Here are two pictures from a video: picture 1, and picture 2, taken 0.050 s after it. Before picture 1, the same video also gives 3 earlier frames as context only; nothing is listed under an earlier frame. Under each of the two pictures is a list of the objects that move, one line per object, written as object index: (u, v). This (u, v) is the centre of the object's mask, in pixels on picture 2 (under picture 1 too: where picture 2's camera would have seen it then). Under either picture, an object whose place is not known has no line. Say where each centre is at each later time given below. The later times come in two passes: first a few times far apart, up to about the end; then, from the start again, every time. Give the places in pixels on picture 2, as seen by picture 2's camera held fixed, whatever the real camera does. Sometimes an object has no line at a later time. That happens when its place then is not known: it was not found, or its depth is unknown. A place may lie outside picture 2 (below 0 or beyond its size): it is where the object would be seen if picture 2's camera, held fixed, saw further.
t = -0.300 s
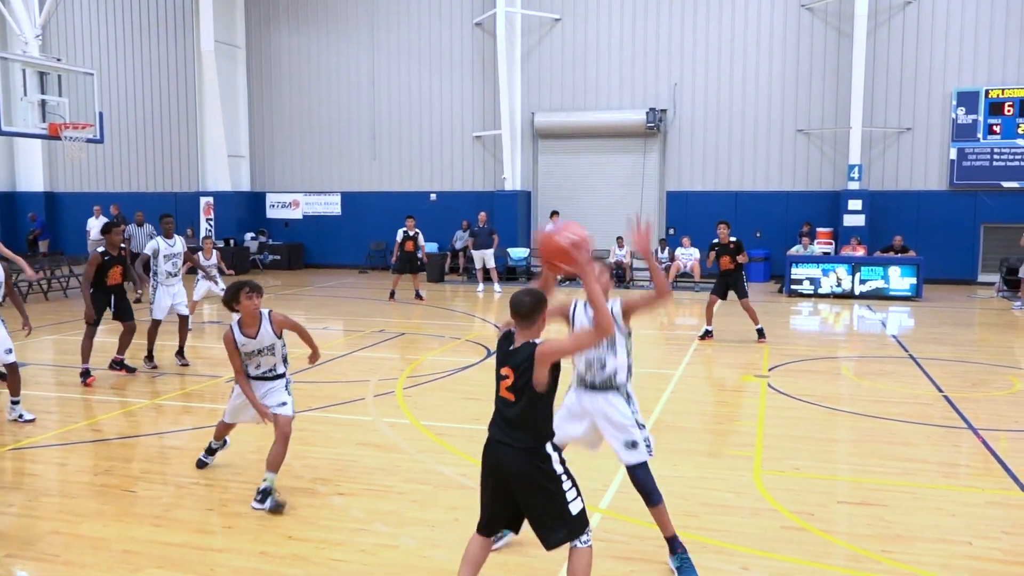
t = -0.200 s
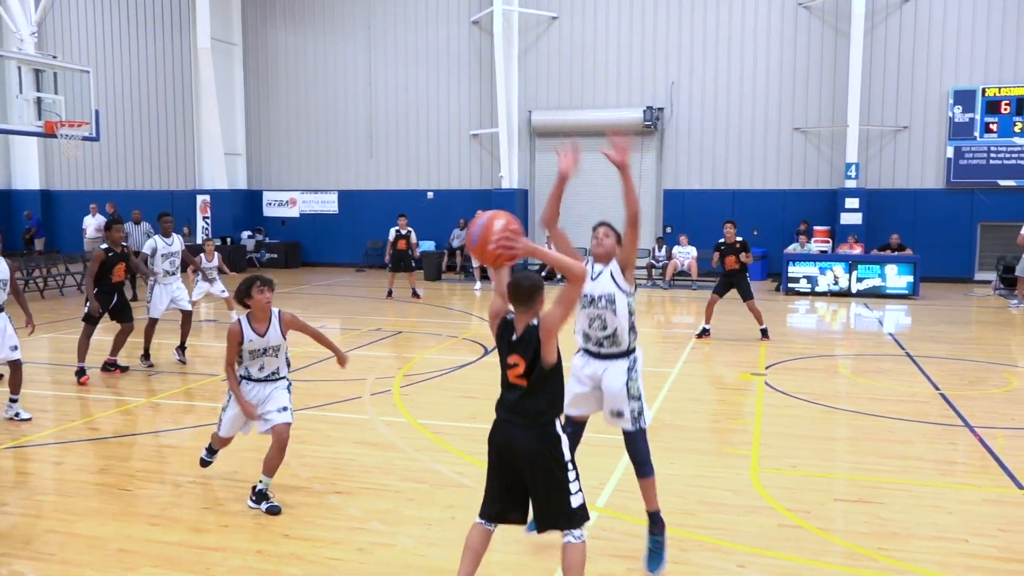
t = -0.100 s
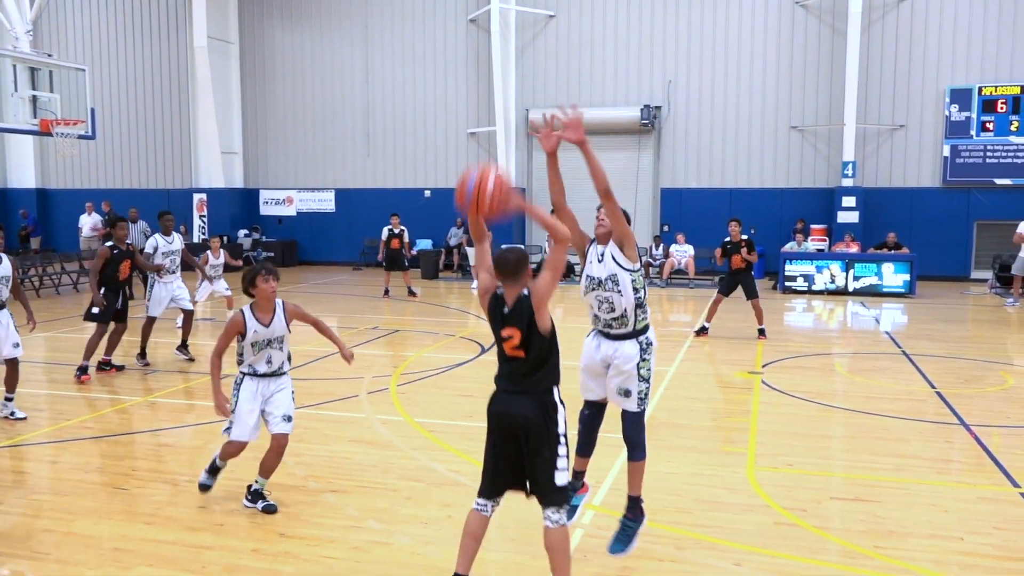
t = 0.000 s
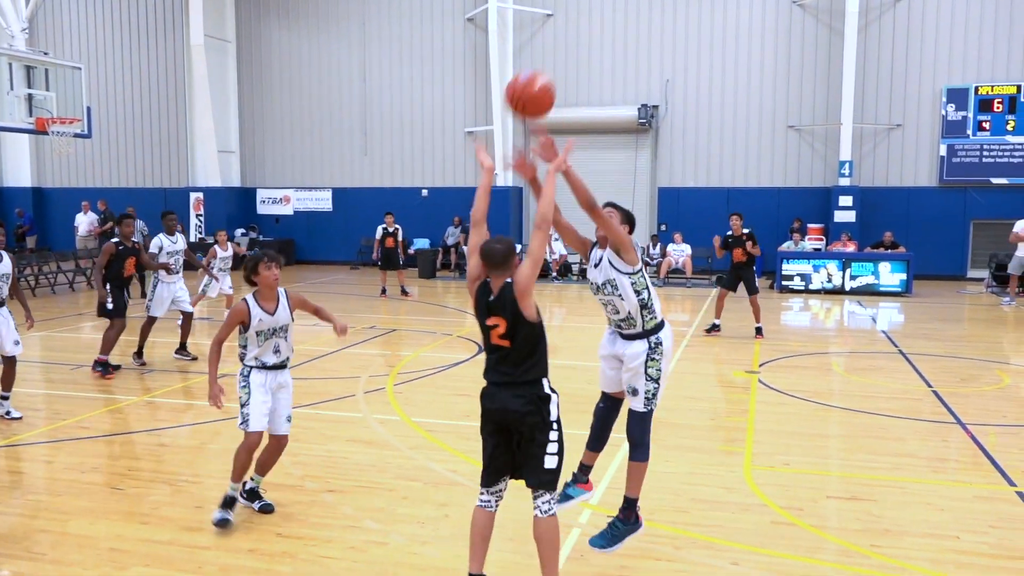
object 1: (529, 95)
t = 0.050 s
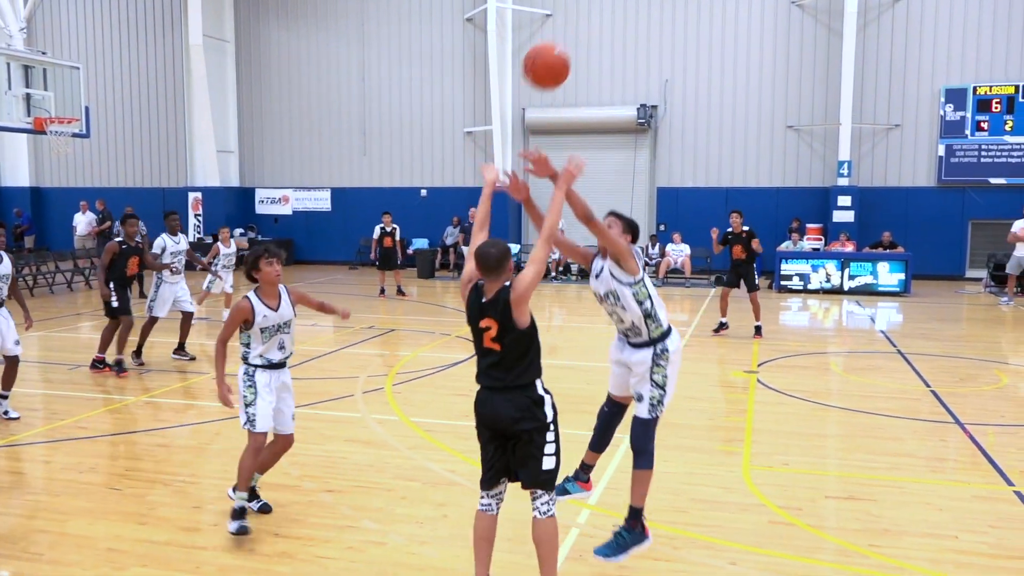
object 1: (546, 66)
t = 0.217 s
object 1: (592, 17)
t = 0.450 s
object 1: (634, 35)
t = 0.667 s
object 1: (660, 101)
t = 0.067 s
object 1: (552, 58)
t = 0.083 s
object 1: (557, 50)
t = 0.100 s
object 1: (562, 44)
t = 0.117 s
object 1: (567, 38)
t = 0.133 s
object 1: (572, 33)
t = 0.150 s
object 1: (576, 29)
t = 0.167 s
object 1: (580, 25)
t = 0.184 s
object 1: (584, 22)
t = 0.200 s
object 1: (588, 19)
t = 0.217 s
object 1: (592, 17)
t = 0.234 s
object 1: (596, 16)
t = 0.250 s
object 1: (599, 15)
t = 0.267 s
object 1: (603, 15)
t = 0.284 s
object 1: (606, 15)
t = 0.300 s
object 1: (609, 15)
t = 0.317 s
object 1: (612, 16)
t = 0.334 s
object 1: (615, 17)
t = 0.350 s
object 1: (618, 19)
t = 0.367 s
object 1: (621, 21)
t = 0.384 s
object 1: (624, 23)
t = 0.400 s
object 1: (627, 25)
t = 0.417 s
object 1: (629, 29)
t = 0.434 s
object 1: (631, 32)
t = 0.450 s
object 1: (634, 35)
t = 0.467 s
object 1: (636, 38)
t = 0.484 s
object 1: (638, 42)
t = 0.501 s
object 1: (641, 47)
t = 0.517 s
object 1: (643, 51)
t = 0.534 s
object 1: (645, 56)
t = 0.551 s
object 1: (647, 61)
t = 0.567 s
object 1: (649, 66)
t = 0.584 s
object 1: (651, 72)
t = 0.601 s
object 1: (653, 78)
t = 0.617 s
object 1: (655, 83)
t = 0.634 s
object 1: (656, 89)
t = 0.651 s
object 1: (658, 95)
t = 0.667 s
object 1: (660, 101)
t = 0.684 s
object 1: (662, 109)
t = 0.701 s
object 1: (663, 116)
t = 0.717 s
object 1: (665, 122)
